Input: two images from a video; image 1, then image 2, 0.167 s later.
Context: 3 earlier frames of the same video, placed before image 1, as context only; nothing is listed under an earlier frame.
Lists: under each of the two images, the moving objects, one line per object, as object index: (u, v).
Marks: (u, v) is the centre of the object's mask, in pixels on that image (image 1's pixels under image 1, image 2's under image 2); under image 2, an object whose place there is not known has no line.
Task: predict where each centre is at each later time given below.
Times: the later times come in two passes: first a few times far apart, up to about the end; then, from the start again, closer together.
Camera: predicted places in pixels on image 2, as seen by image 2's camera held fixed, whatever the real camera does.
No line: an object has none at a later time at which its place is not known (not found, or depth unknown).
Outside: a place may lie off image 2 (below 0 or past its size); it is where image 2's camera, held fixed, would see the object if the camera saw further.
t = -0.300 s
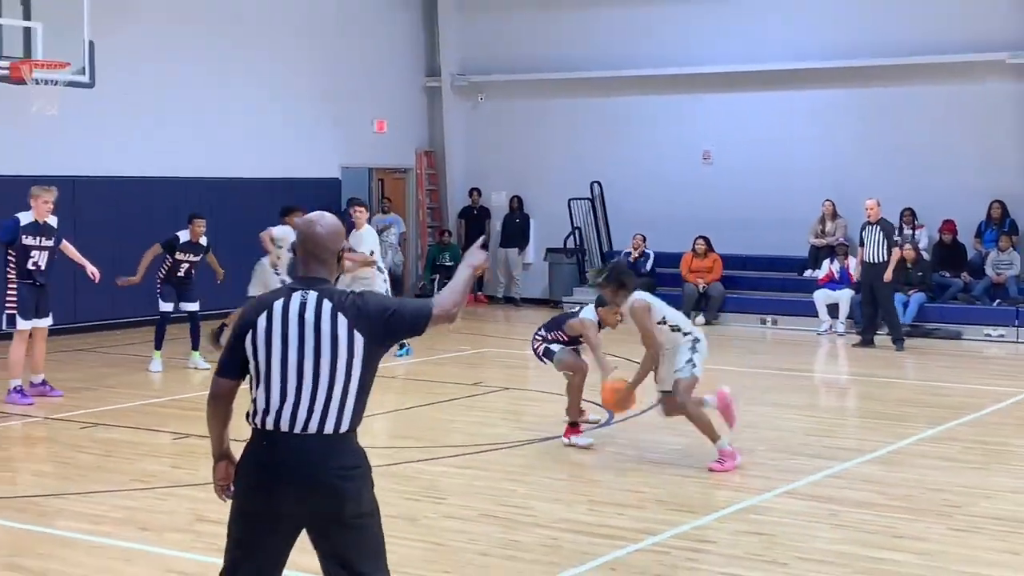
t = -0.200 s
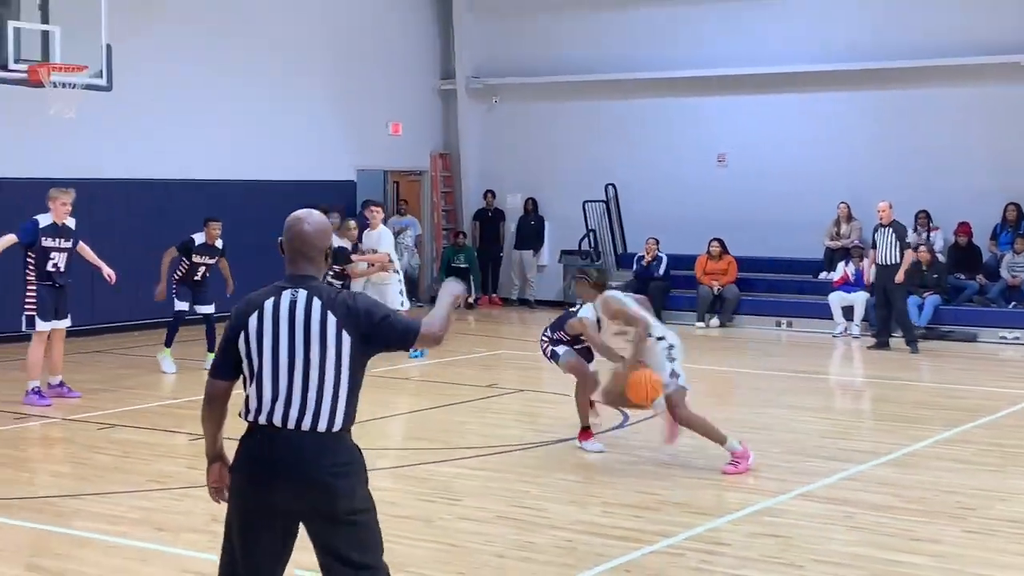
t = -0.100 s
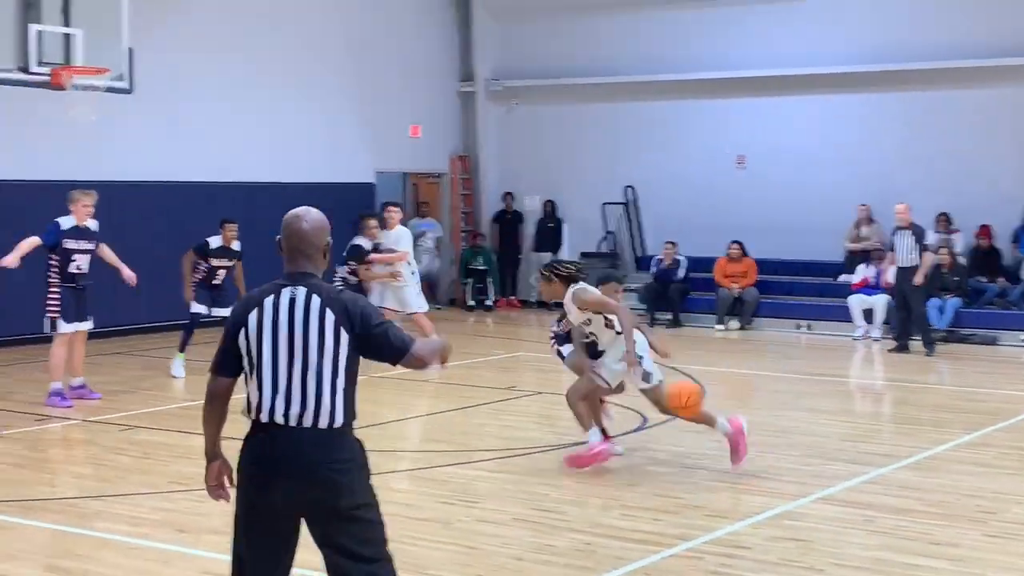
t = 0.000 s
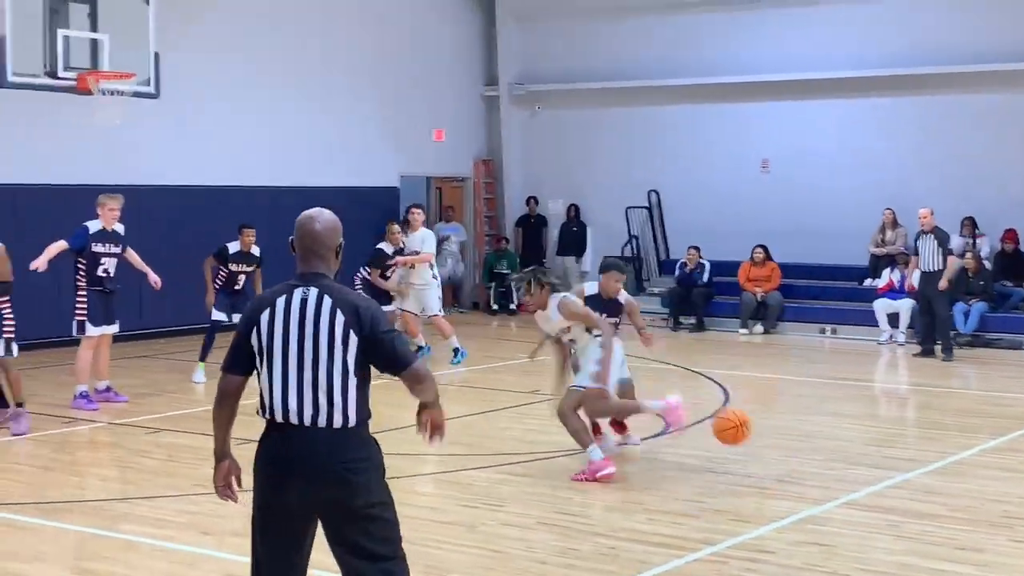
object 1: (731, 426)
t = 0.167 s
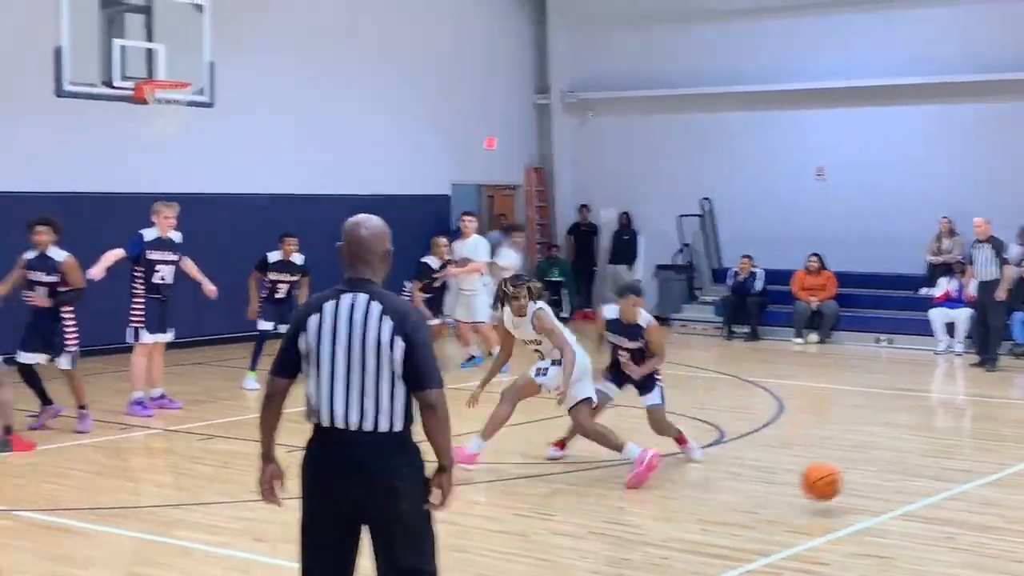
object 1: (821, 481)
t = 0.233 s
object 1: (831, 463)
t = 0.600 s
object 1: (880, 486)
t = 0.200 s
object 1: (827, 472)
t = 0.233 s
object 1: (831, 463)
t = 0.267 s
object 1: (835, 456)
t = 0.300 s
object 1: (840, 451)
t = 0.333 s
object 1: (844, 448)
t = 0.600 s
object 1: (880, 486)
